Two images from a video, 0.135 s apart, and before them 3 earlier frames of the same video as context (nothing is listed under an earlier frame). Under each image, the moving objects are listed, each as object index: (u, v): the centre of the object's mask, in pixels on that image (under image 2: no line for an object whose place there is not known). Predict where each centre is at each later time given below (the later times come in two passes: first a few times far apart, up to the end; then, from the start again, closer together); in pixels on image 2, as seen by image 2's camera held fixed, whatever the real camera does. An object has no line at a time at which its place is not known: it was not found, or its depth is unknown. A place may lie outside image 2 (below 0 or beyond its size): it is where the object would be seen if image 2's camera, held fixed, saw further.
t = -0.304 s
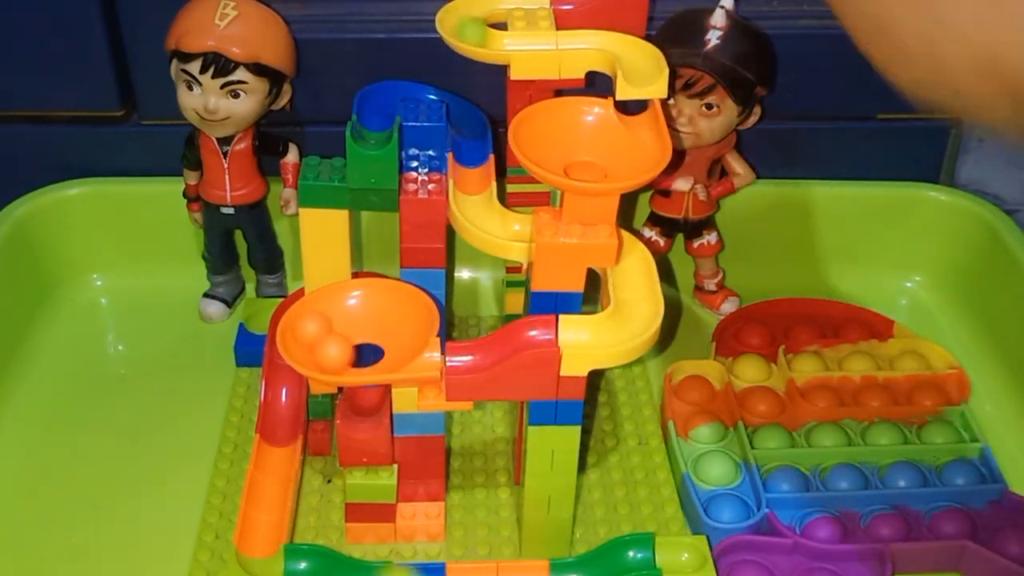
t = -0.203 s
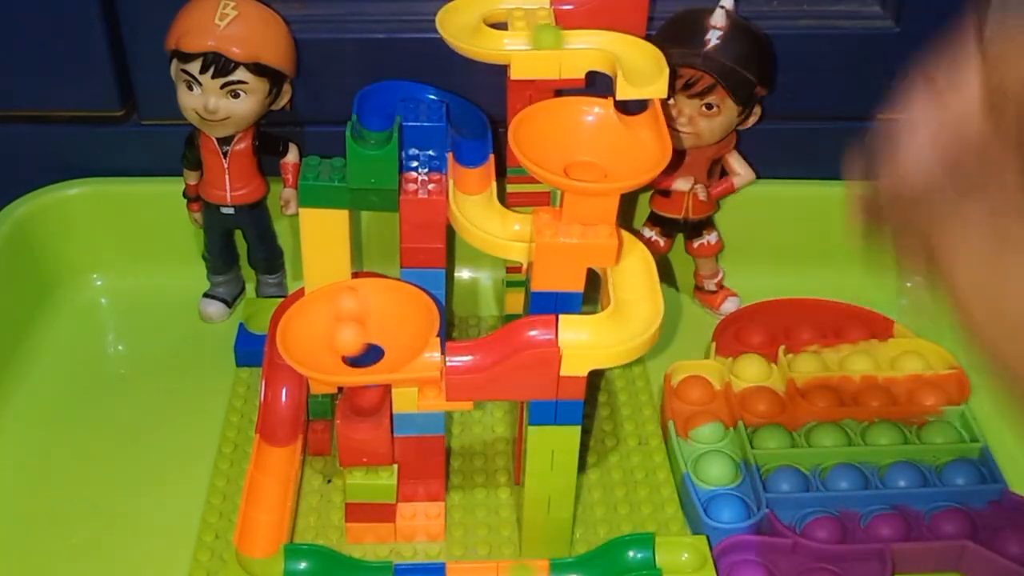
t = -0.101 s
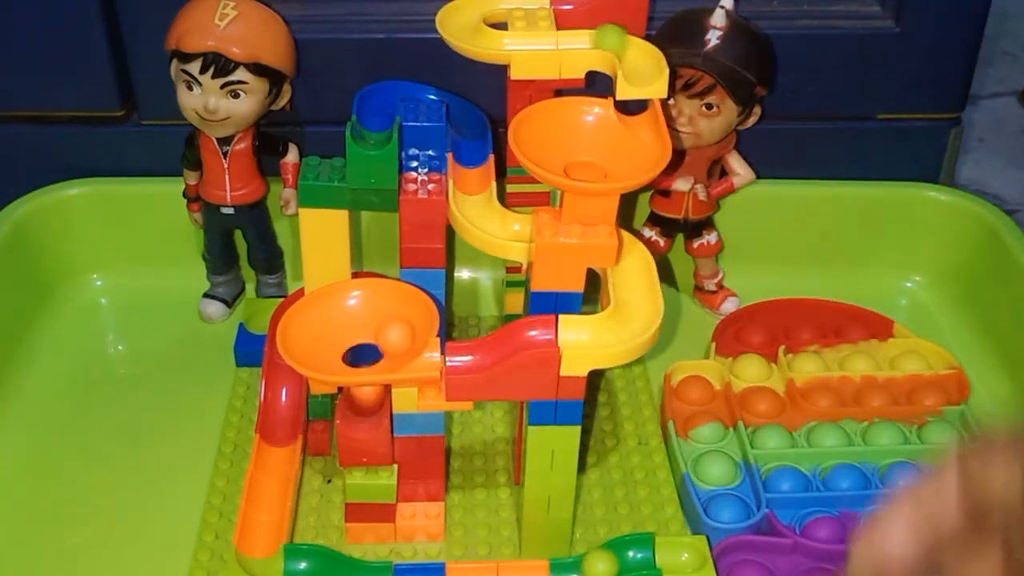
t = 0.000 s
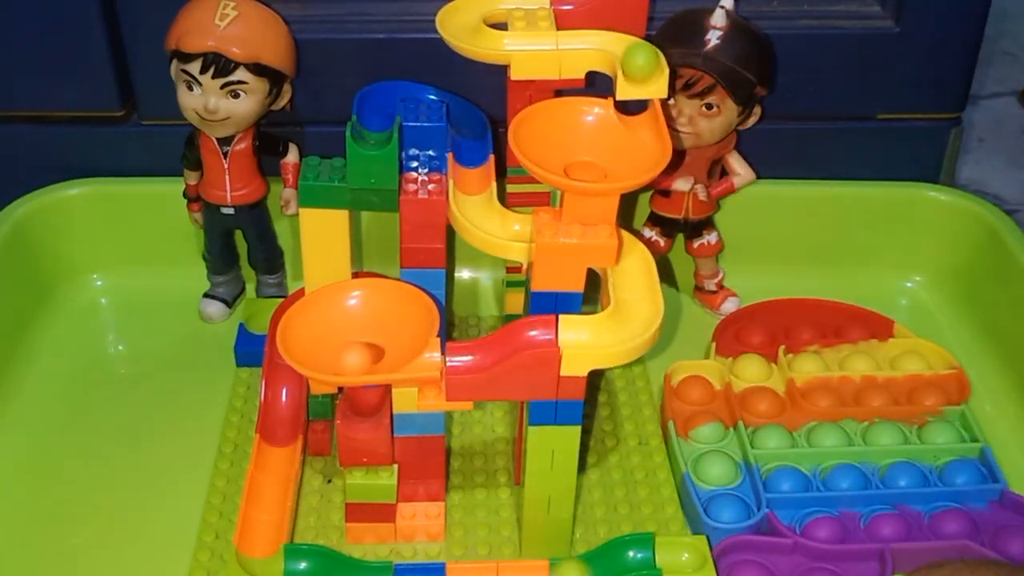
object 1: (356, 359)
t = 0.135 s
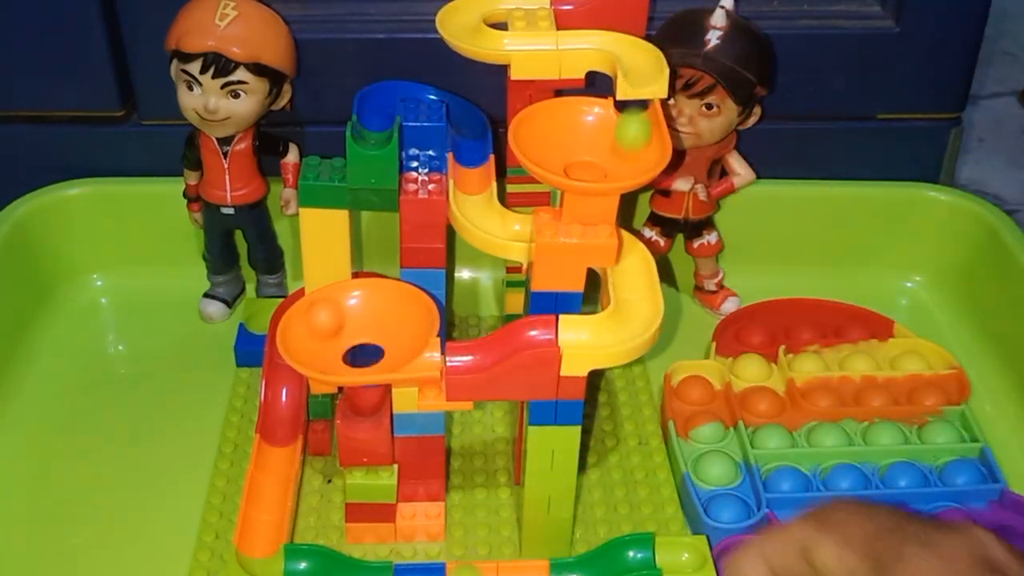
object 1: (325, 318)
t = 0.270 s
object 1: (388, 329)
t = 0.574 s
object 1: (347, 314)
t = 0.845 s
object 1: (329, 353)
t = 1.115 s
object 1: (378, 344)
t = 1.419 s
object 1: (375, 325)
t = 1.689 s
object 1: (328, 339)
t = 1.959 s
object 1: (340, 343)
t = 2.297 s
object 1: (366, 357)
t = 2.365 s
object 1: (369, 351)
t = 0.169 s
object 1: (341, 314)
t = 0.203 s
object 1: (361, 312)
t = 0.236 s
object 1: (377, 319)
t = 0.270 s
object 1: (388, 329)
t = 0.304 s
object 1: (389, 341)
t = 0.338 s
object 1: (380, 354)
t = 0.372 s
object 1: (364, 358)
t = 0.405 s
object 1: (350, 358)
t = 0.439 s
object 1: (332, 354)
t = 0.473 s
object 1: (322, 343)
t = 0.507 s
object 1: (323, 330)
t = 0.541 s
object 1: (331, 320)
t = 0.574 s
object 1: (347, 314)
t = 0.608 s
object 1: (363, 315)
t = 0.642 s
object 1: (377, 322)
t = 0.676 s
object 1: (385, 333)
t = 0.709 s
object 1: (381, 345)
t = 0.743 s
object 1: (370, 354)
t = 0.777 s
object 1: (356, 358)
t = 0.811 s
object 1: (340, 358)
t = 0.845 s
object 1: (329, 353)
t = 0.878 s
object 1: (324, 343)
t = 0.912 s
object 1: (329, 332)
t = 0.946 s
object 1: (340, 324)
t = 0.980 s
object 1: (355, 318)
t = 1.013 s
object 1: (369, 318)
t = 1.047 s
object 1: (380, 323)
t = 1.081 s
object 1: (383, 334)
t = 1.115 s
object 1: (378, 344)
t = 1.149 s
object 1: (365, 355)
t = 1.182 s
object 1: (350, 357)
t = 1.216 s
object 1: (335, 357)
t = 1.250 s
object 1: (326, 352)
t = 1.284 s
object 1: (326, 345)
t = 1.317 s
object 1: (333, 337)
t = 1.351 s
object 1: (346, 328)
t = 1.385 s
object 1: (362, 324)
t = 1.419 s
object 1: (375, 325)
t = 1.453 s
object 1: (382, 330)
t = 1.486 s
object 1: (381, 339)
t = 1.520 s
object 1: (372, 349)
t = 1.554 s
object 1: (360, 354)
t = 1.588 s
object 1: (345, 354)
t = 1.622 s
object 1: (333, 352)
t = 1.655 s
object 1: (327, 346)
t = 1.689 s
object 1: (328, 339)
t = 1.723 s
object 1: (336, 332)
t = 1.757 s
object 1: (348, 328)
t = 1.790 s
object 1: (362, 326)
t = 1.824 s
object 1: (372, 329)
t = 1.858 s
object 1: (377, 336)
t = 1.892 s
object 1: (369, 346)
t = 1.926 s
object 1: (354, 348)
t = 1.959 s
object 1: (340, 343)
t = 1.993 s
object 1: (333, 336)
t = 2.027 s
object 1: (332, 331)
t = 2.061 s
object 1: (336, 329)
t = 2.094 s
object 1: (344, 329)
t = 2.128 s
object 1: (356, 337)
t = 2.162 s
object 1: (363, 355)
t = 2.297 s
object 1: (366, 357)
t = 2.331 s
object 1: (367, 354)
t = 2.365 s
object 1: (369, 351)
